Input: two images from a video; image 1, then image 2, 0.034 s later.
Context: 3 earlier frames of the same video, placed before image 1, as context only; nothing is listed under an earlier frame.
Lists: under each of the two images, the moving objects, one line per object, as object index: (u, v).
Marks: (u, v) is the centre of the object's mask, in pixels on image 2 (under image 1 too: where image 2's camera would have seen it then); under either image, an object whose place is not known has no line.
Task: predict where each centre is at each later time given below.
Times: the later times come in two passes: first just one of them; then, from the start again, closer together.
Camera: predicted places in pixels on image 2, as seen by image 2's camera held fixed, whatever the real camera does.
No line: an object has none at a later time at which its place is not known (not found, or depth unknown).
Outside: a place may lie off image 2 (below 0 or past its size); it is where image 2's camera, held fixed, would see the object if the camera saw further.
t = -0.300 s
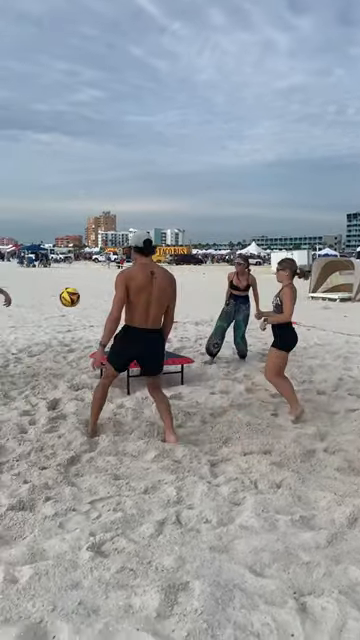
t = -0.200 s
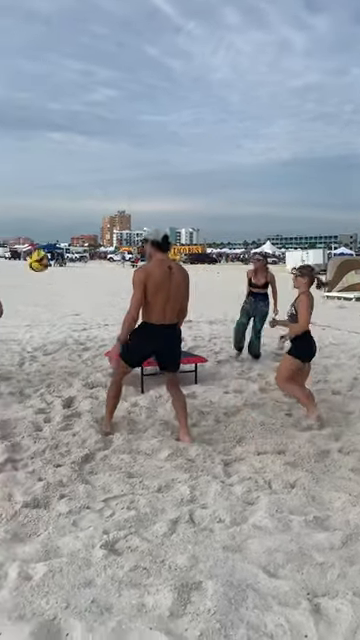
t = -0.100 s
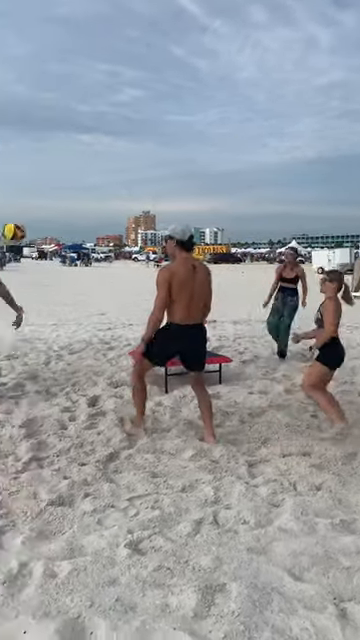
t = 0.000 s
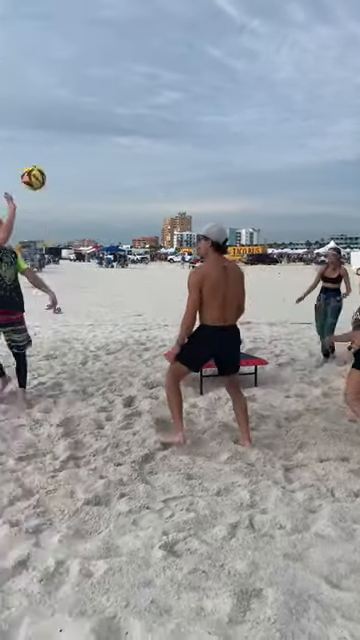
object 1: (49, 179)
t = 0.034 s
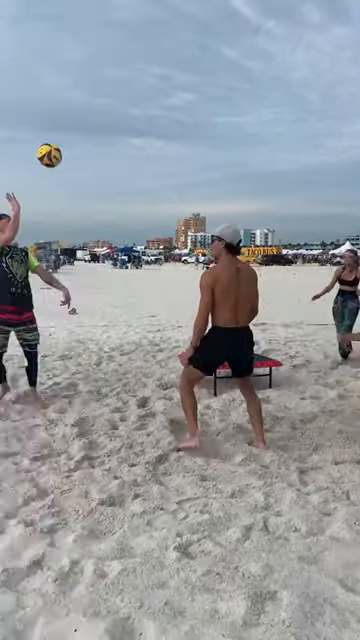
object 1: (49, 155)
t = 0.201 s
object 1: (51, 45)
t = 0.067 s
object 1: (50, 131)
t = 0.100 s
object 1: (49, 109)
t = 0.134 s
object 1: (50, 87)
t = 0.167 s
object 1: (50, 66)
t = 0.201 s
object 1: (51, 45)
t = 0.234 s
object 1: (51, 26)
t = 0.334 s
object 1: (50, -26)
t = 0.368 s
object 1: (50, -41)
